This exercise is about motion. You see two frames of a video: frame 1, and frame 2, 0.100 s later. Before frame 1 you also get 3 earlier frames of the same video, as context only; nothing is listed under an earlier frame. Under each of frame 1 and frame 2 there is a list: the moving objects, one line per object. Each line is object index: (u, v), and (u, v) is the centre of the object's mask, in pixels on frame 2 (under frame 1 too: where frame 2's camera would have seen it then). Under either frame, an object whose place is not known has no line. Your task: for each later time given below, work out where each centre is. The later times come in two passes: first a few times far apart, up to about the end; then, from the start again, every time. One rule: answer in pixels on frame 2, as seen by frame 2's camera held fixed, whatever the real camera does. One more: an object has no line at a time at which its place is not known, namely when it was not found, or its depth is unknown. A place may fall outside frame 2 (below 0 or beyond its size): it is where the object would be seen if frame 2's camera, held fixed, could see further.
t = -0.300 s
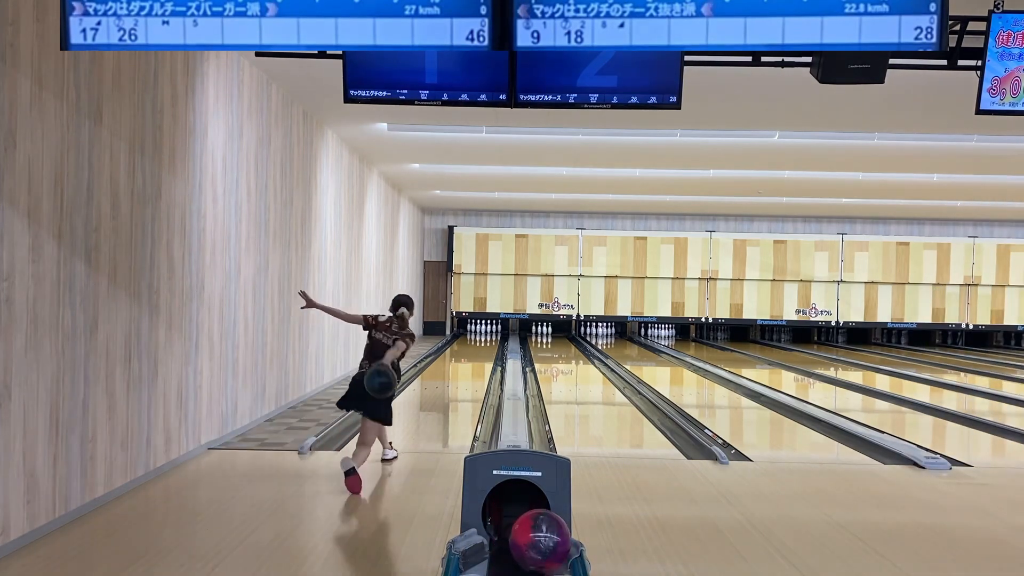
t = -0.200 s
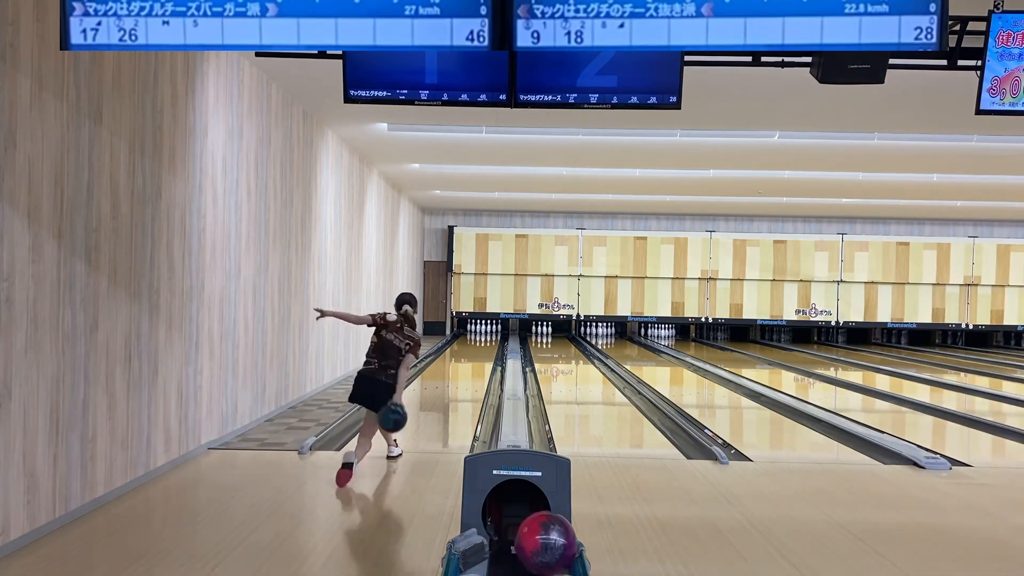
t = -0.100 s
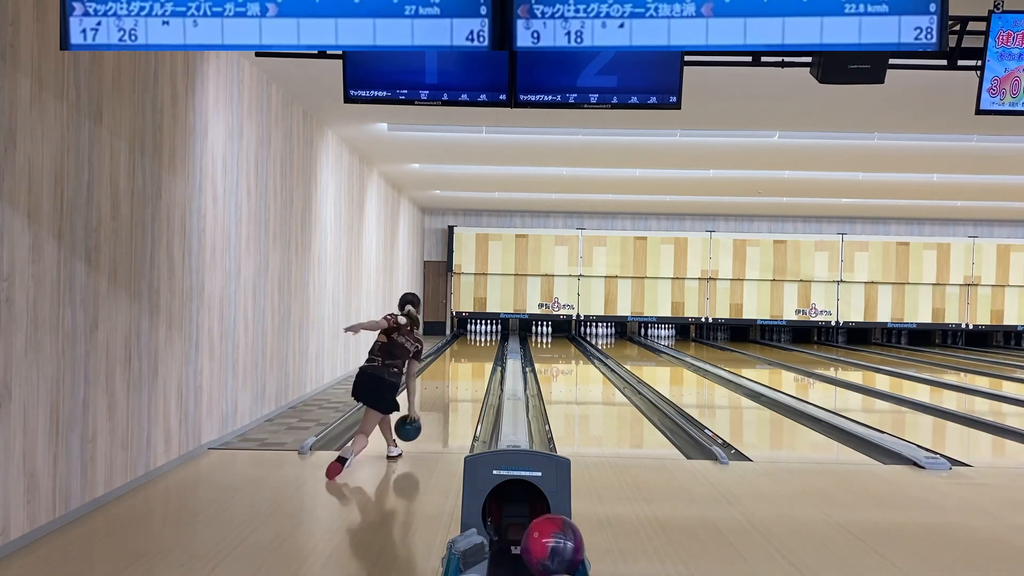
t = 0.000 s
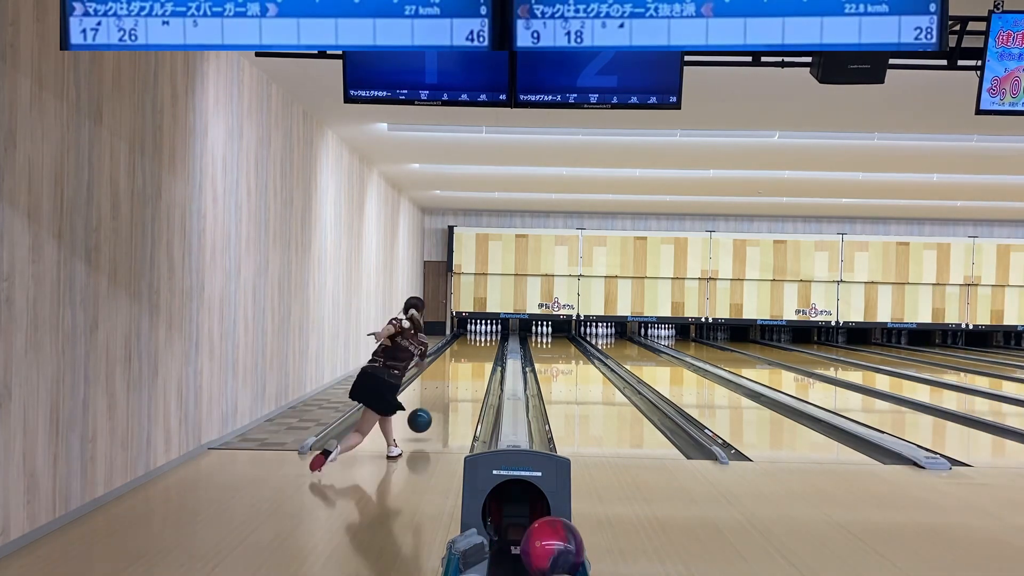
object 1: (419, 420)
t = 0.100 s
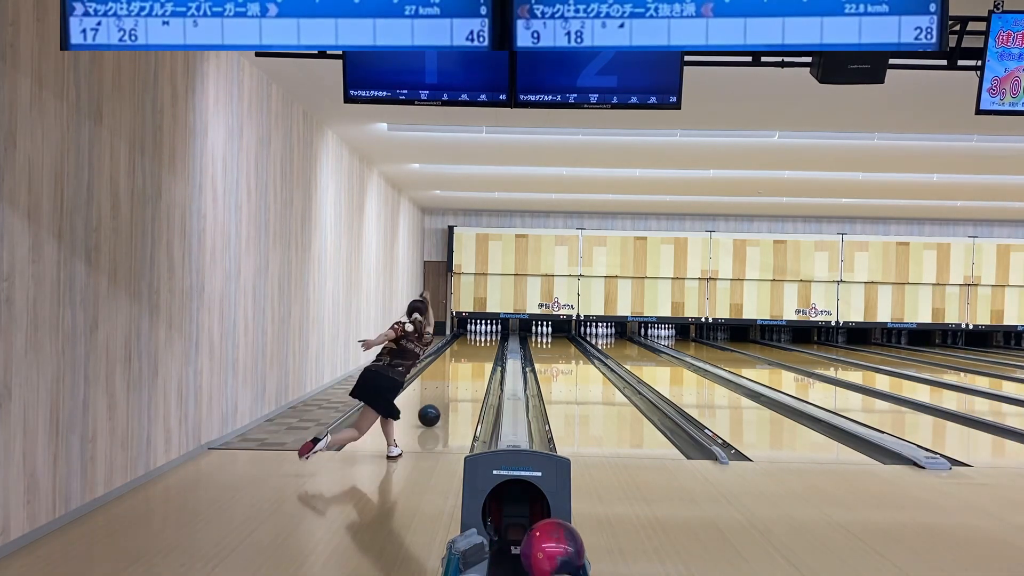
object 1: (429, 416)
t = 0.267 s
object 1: (442, 401)
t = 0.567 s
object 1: (458, 380)
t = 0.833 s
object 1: (469, 367)
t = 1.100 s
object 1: (476, 357)
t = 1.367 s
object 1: (481, 350)
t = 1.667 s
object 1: (483, 344)
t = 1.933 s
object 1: (483, 340)
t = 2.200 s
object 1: (481, 336)
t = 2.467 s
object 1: (480, 333)
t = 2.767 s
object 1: (479, 330)
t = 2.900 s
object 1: (476, 330)
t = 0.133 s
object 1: (432, 412)
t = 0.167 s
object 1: (435, 409)
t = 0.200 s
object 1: (437, 406)
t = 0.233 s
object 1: (439, 403)
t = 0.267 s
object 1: (442, 401)
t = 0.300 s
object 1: (444, 398)
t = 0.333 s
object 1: (446, 395)
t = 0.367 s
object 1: (448, 393)
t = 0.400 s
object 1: (450, 390)
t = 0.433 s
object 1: (452, 388)
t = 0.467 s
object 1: (454, 386)
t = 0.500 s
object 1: (455, 384)
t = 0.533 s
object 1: (457, 382)
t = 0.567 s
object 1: (458, 380)
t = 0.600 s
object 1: (460, 378)
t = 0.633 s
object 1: (461, 376)
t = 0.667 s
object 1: (463, 375)
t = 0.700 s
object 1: (464, 373)
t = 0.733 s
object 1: (465, 371)
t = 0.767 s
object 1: (466, 370)
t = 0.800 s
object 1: (467, 369)
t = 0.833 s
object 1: (469, 367)
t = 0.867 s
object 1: (470, 366)
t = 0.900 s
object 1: (471, 364)
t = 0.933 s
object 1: (472, 363)
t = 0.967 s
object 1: (472, 362)
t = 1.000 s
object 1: (473, 361)
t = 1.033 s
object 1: (474, 360)
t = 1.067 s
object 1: (475, 359)
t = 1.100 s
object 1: (476, 357)
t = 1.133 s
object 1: (477, 356)
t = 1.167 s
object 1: (477, 356)
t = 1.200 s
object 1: (478, 355)
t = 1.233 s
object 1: (479, 354)
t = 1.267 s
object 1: (479, 353)
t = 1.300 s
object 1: (480, 352)
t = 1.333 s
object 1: (480, 351)
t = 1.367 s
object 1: (481, 350)
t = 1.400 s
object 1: (481, 349)
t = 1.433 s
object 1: (482, 349)
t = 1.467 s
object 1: (482, 348)
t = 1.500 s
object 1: (482, 348)
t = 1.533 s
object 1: (482, 347)
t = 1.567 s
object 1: (483, 346)
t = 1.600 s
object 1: (483, 345)
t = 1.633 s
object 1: (483, 345)
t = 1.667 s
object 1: (483, 344)
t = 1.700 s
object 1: (483, 343)
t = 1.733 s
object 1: (483, 343)
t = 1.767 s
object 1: (483, 342)
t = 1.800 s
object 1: (483, 342)
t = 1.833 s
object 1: (483, 341)
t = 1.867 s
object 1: (483, 341)
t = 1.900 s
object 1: (483, 340)
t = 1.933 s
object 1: (483, 340)
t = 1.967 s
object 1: (483, 339)
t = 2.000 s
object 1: (483, 339)
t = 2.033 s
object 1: (482, 338)
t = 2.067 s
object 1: (482, 338)
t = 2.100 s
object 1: (482, 337)
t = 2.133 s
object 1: (482, 337)
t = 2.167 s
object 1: (482, 337)
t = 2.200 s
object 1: (481, 336)
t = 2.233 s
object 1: (481, 336)
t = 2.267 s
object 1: (481, 336)
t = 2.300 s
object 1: (481, 335)
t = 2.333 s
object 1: (481, 335)
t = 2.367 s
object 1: (481, 334)
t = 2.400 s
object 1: (481, 334)
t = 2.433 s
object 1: (480, 333)
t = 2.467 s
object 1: (480, 333)
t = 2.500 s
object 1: (480, 333)
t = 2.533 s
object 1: (480, 332)
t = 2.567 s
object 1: (480, 332)
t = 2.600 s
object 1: (480, 332)
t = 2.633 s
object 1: (479, 331)
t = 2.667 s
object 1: (479, 331)
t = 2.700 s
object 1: (479, 331)
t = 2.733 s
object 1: (479, 331)
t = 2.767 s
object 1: (479, 330)
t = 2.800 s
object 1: (479, 330)
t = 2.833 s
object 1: (478, 330)
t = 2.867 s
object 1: (478, 330)
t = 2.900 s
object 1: (476, 330)
